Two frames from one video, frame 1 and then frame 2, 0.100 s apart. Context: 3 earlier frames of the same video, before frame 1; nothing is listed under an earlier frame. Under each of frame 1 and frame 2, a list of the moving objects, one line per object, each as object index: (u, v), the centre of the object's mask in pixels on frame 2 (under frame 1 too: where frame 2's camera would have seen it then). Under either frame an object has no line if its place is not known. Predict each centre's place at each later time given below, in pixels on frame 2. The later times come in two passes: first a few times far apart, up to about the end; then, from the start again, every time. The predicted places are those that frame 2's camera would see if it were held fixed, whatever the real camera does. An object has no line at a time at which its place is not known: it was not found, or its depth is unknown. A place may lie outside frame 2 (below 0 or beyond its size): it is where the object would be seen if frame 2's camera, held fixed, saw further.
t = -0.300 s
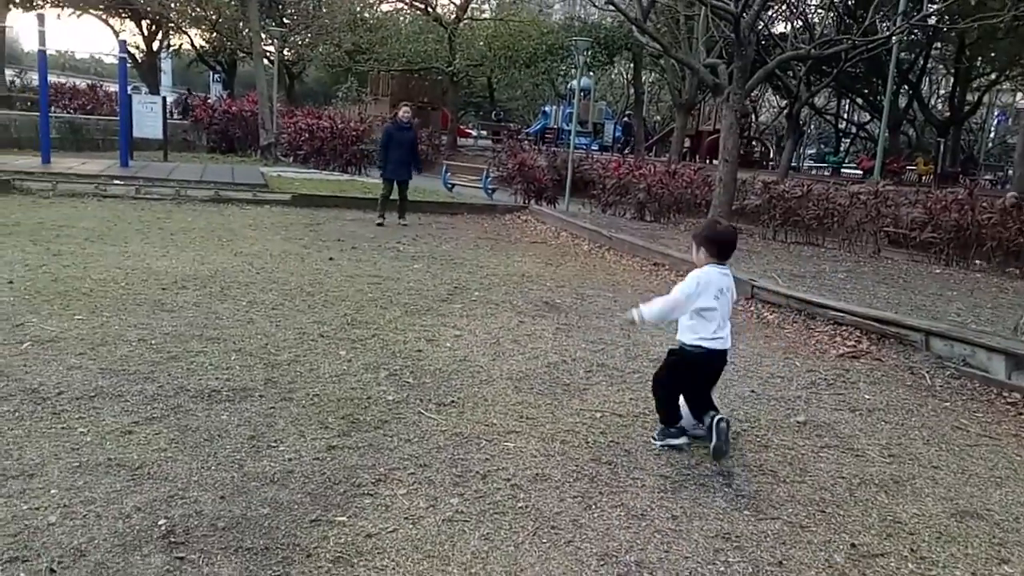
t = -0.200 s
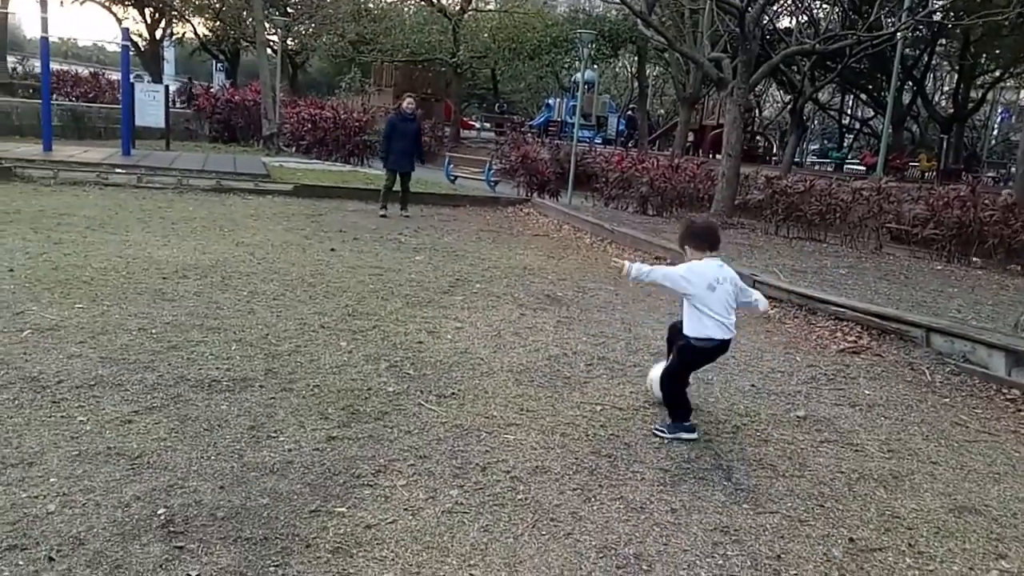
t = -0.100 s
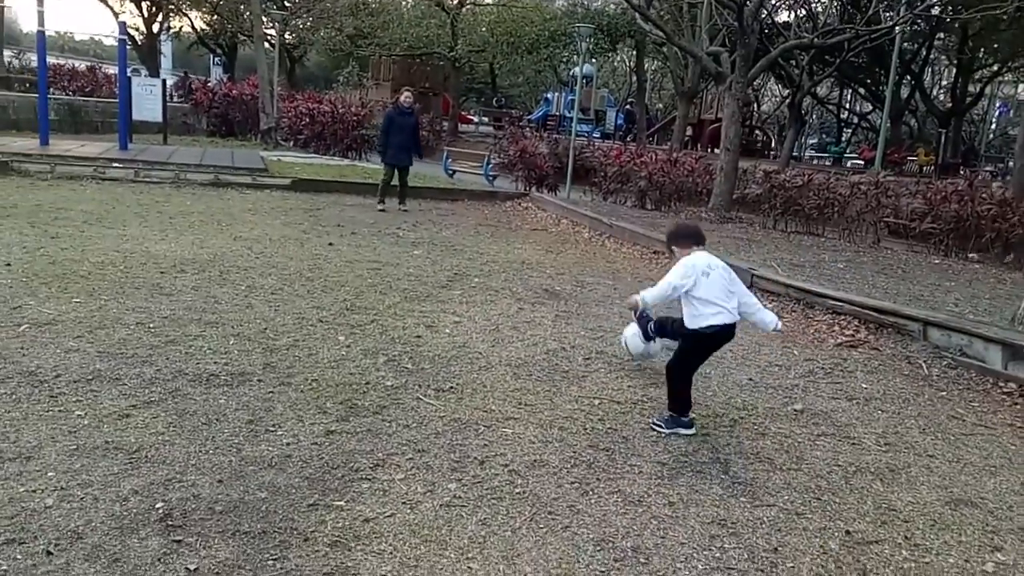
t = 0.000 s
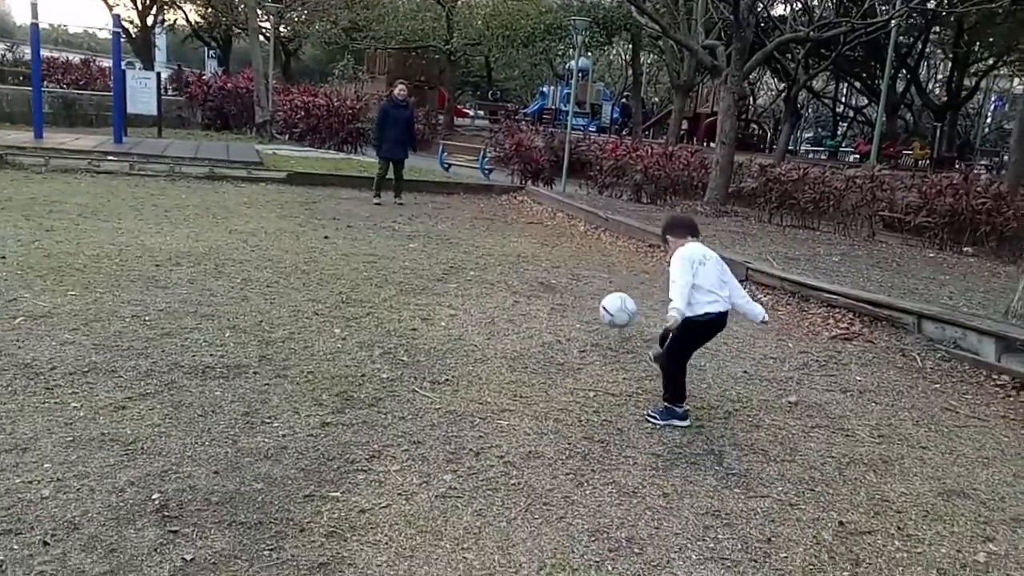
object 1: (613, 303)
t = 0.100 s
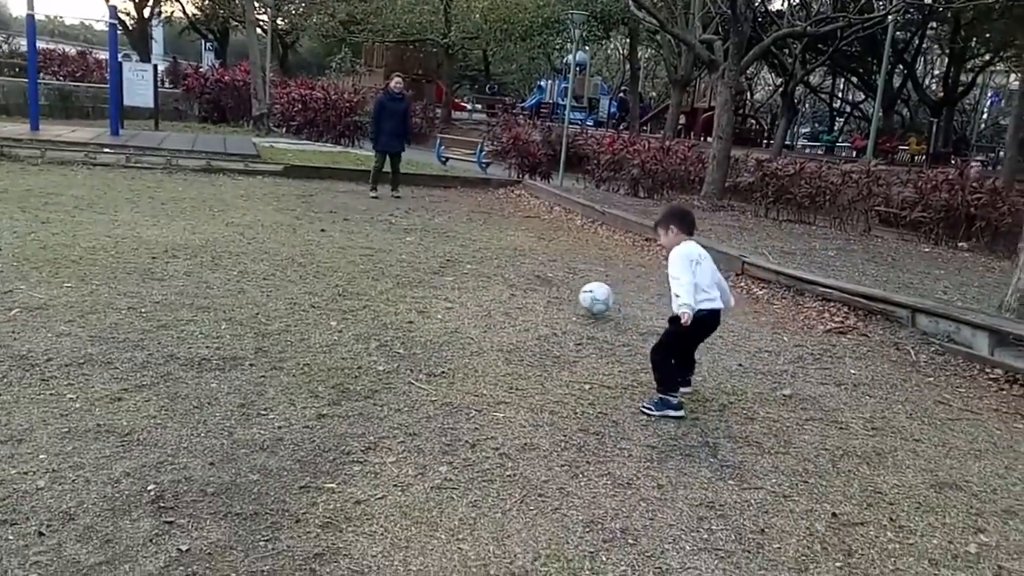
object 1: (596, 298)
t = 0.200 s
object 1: (583, 286)
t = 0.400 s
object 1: (562, 274)
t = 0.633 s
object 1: (545, 260)
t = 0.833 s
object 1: (532, 248)
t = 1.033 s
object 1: (521, 239)
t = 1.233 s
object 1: (511, 229)
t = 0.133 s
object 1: (591, 299)
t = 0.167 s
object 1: (587, 292)
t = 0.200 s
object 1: (583, 286)
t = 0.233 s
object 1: (579, 282)
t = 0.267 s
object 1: (576, 280)
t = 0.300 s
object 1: (572, 279)
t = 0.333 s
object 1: (568, 281)
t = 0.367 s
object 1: (564, 278)
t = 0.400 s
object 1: (562, 274)
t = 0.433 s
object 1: (558, 272)
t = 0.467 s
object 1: (556, 272)
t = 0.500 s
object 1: (554, 269)
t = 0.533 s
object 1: (552, 266)
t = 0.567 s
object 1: (549, 265)
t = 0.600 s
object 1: (546, 262)
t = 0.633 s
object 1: (545, 260)
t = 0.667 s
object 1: (543, 258)
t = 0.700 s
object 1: (541, 255)
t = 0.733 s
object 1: (539, 253)
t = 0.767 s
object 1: (536, 252)
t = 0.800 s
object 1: (534, 250)
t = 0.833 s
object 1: (532, 248)
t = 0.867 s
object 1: (530, 248)
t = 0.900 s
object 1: (527, 245)
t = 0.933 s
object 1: (526, 244)
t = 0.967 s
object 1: (524, 242)
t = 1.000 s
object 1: (522, 241)
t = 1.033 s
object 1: (521, 239)
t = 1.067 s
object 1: (519, 235)
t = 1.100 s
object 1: (517, 231)
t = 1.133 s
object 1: (516, 229)
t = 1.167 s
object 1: (515, 228)
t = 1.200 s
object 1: (513, 228)
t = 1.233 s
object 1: (511, 229)
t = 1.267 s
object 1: (510, 229)
